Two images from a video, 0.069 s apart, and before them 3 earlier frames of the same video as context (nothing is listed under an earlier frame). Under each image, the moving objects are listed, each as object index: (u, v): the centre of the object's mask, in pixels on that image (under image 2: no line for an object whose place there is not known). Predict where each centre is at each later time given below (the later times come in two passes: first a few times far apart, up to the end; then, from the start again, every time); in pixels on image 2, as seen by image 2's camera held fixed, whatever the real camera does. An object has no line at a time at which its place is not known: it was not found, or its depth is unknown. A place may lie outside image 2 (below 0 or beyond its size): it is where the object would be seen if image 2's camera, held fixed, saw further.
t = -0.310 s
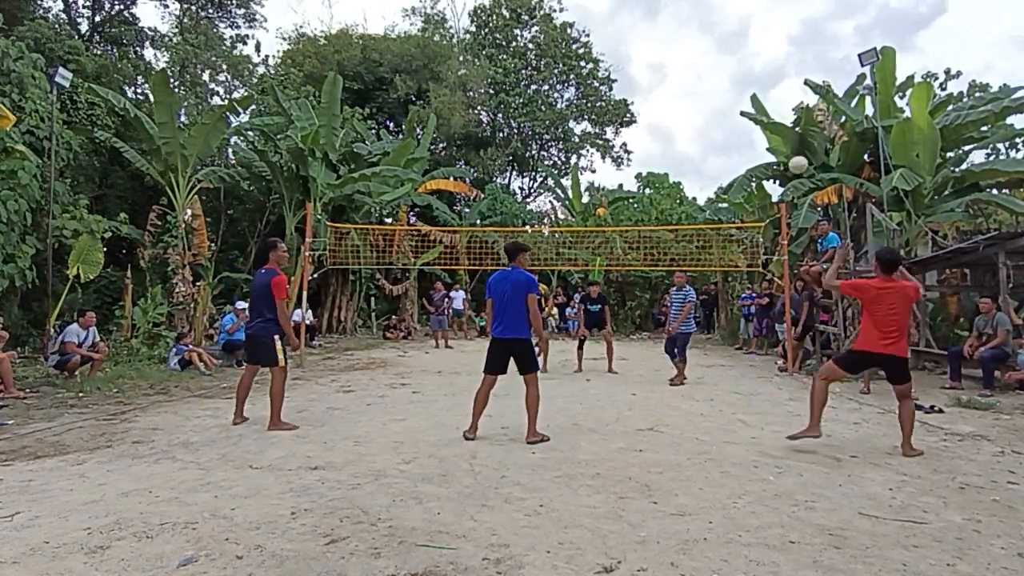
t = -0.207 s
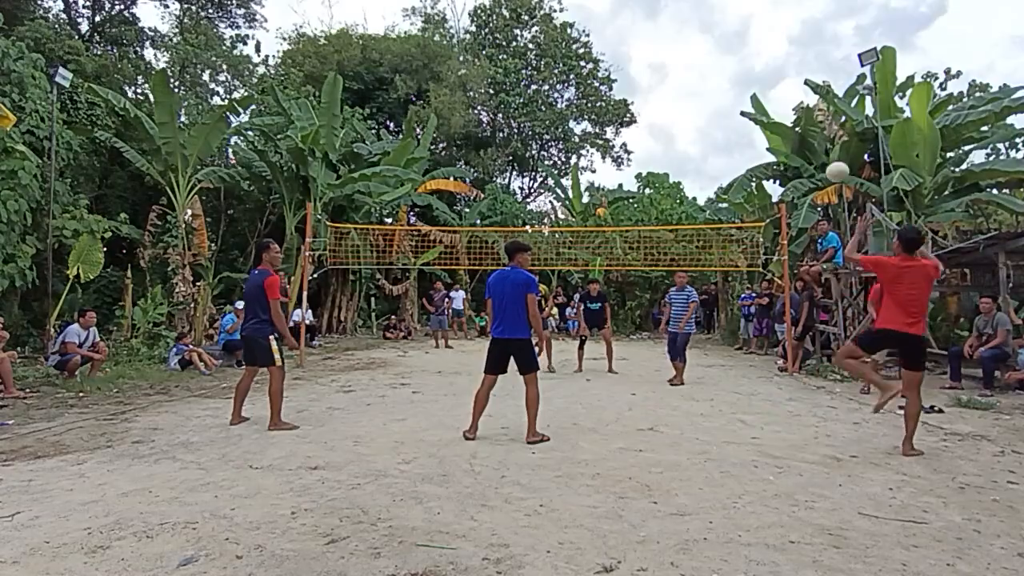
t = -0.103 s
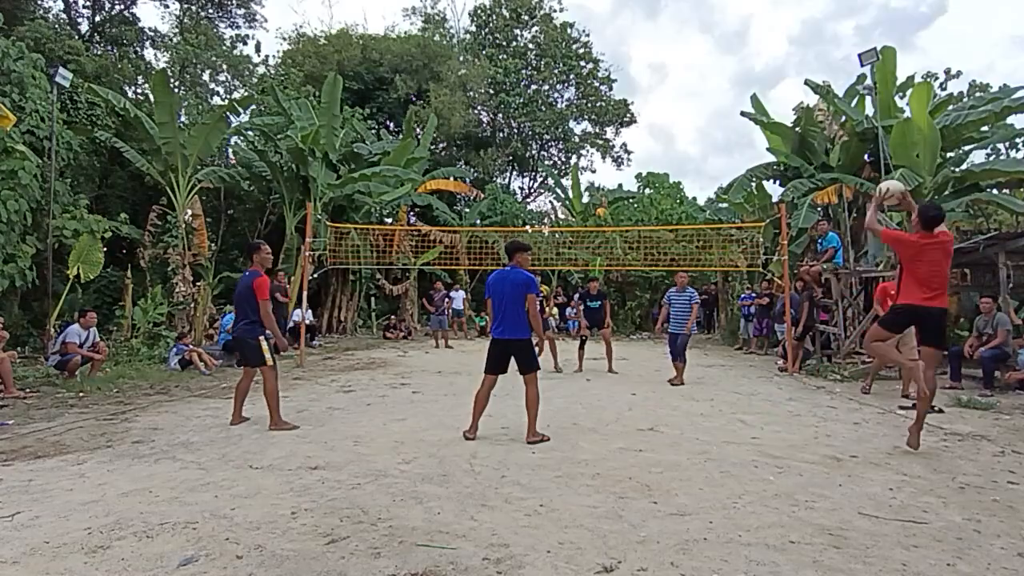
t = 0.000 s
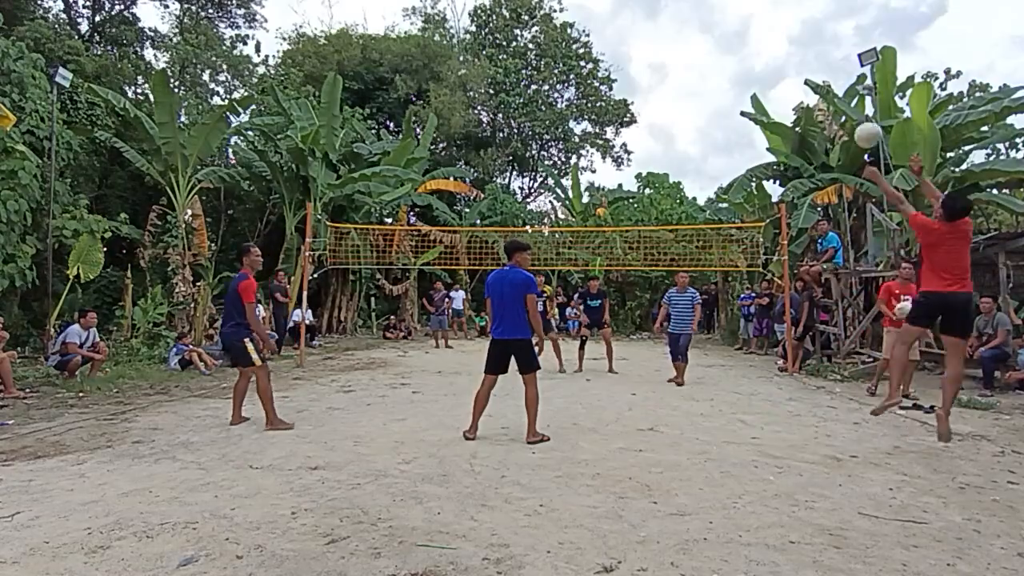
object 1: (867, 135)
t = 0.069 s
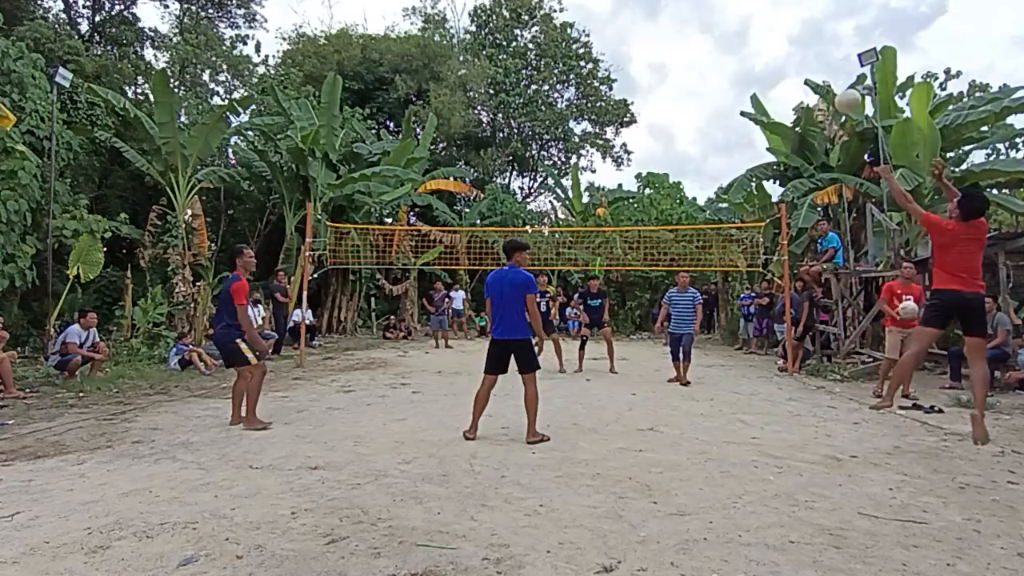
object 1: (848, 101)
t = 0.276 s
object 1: (797, 41)
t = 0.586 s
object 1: (740, 39)
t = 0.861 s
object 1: (700, 98)
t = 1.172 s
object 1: (666, 213)
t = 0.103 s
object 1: (840, 85)
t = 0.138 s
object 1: (829, 75)
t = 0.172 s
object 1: (821, 64)
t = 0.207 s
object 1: (813, 55)
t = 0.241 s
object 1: (805, 47)
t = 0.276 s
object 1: (797, 41)
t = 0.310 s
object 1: (790, 36)
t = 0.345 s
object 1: (783, 33)
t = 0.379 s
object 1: (776, 30)
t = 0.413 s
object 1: (770, 29)
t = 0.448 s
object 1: (763, 29)
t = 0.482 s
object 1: (757, 30)
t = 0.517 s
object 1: (751, 32)
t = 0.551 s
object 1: (745, 35)
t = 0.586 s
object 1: (740, 39)
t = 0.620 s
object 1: (734, 44)
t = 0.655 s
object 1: (729, 49)
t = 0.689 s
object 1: (724, 55)
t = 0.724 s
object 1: (719, 62)
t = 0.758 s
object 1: (714, 70)
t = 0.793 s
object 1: (709, 79)
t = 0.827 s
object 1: (704, 88)
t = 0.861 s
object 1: (700, 98)
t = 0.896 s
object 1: (696, 108)
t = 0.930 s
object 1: (691, 120)
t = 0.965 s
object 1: (687, 131)
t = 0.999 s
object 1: (683, 144)
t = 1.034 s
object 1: (680, 157)
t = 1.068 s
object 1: (676, 170)
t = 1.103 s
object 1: (672, 184)
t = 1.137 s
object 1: (669, 198)
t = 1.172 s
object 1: (666, 213)
